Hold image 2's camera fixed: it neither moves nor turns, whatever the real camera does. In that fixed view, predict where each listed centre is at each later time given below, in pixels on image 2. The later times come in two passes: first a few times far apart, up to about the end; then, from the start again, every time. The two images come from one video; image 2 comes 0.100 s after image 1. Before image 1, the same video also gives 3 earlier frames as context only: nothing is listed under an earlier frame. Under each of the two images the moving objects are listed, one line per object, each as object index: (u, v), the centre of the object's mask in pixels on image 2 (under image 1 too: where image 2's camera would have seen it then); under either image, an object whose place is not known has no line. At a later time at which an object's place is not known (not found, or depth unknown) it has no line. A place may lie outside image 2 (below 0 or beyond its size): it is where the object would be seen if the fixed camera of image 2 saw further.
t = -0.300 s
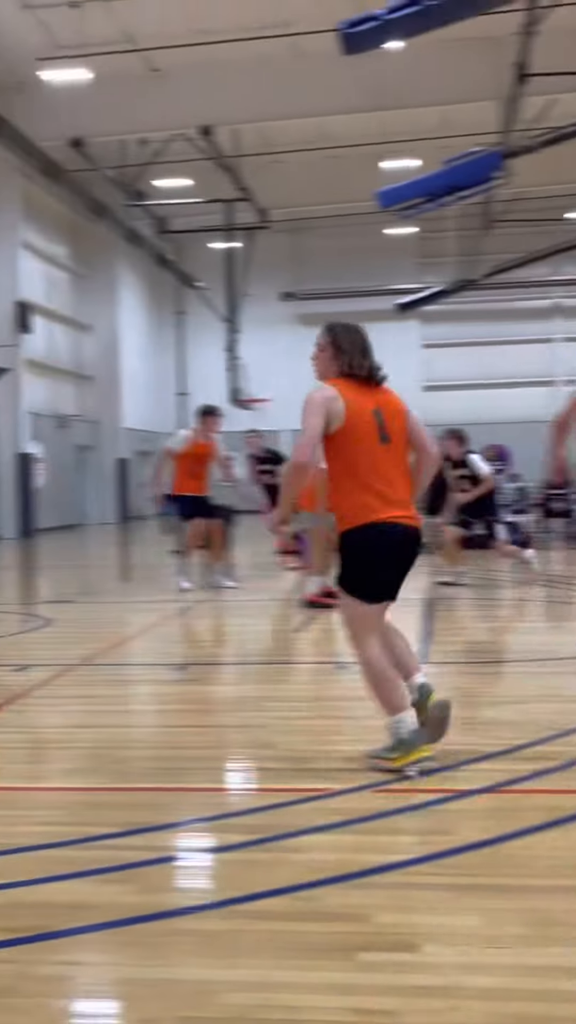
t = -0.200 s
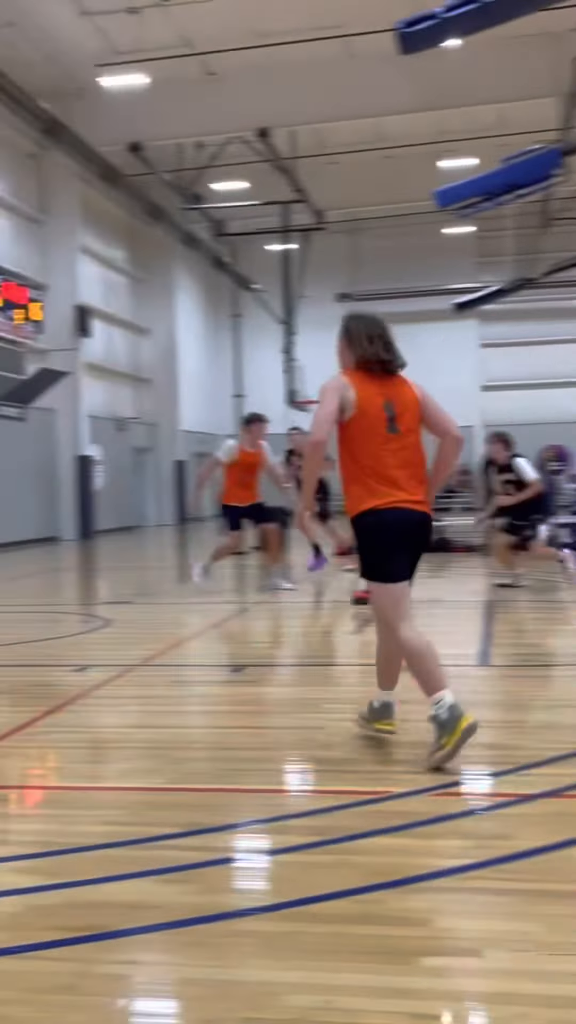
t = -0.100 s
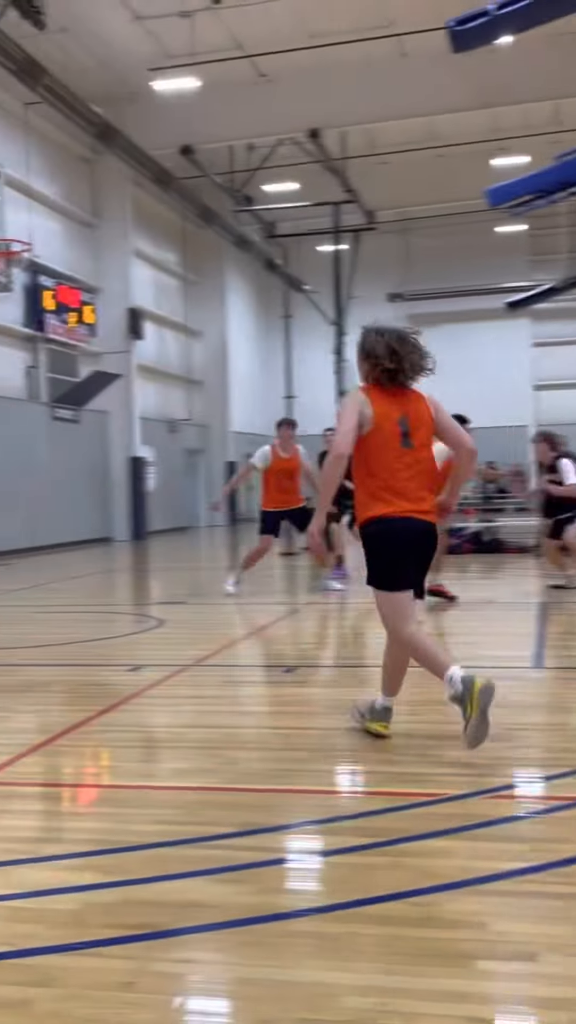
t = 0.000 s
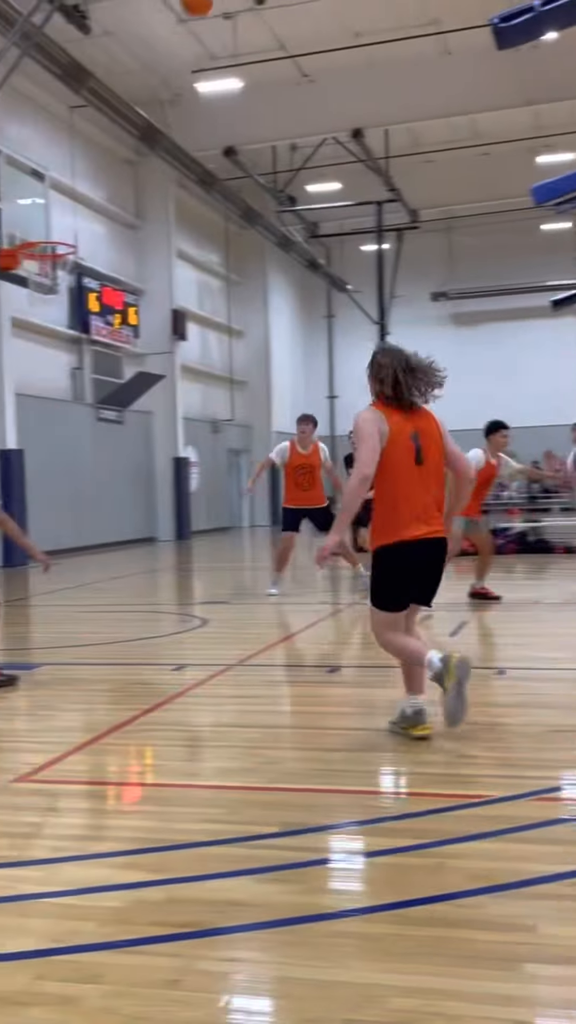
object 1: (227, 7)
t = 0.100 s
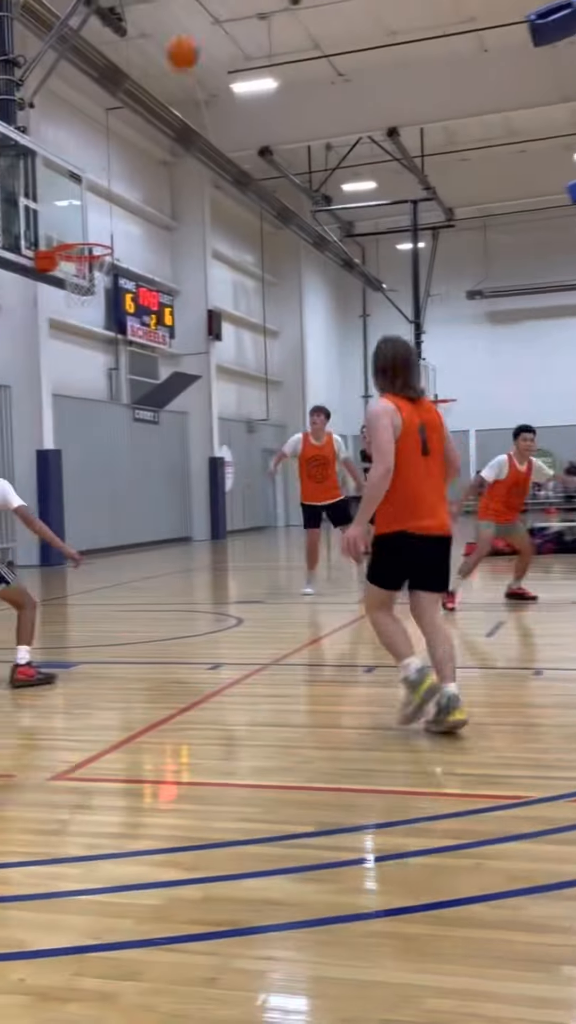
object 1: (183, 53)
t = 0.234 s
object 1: (129, 138)
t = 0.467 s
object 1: (129, 222)
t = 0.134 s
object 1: (168, 74)
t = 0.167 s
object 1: (155, 93)
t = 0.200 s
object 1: (143, 116)
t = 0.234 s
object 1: (129, 138)
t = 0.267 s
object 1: (115, 162)
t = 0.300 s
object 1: (102, 185)
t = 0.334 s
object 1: (90, 210)
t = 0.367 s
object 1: (78, 234)
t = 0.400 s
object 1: (83, 236)
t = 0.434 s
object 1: (106, 231)
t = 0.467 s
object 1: (129, 222)
